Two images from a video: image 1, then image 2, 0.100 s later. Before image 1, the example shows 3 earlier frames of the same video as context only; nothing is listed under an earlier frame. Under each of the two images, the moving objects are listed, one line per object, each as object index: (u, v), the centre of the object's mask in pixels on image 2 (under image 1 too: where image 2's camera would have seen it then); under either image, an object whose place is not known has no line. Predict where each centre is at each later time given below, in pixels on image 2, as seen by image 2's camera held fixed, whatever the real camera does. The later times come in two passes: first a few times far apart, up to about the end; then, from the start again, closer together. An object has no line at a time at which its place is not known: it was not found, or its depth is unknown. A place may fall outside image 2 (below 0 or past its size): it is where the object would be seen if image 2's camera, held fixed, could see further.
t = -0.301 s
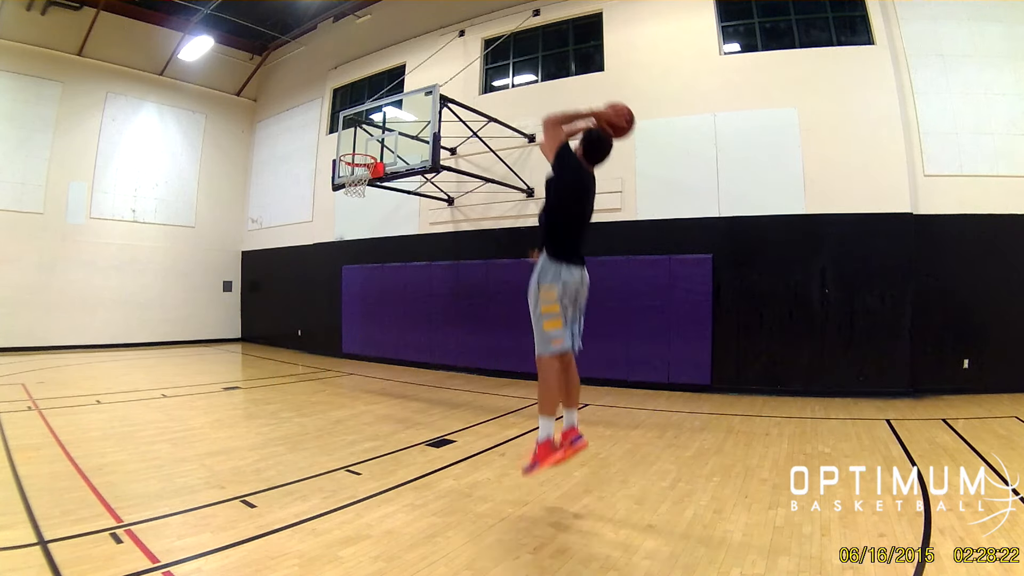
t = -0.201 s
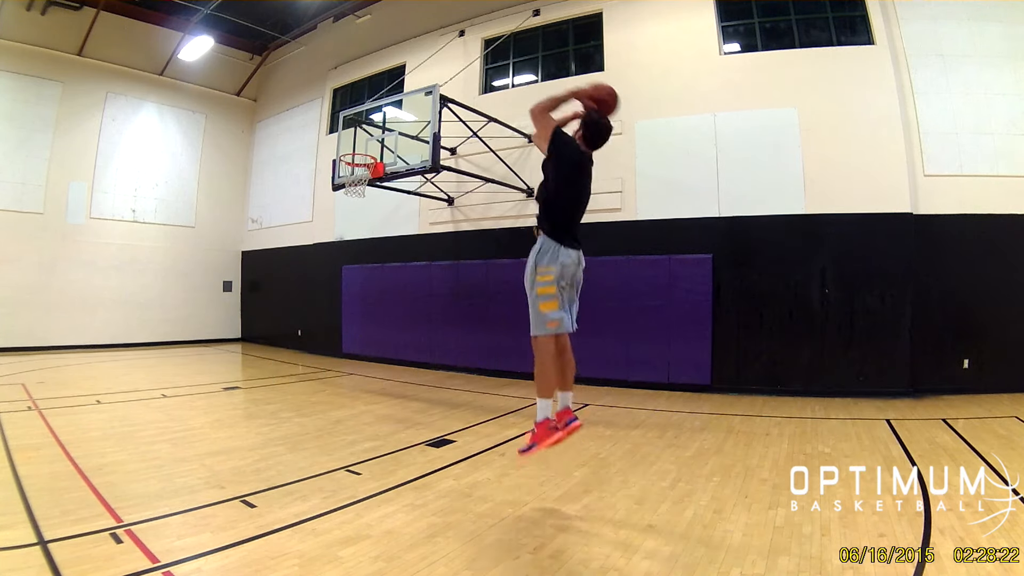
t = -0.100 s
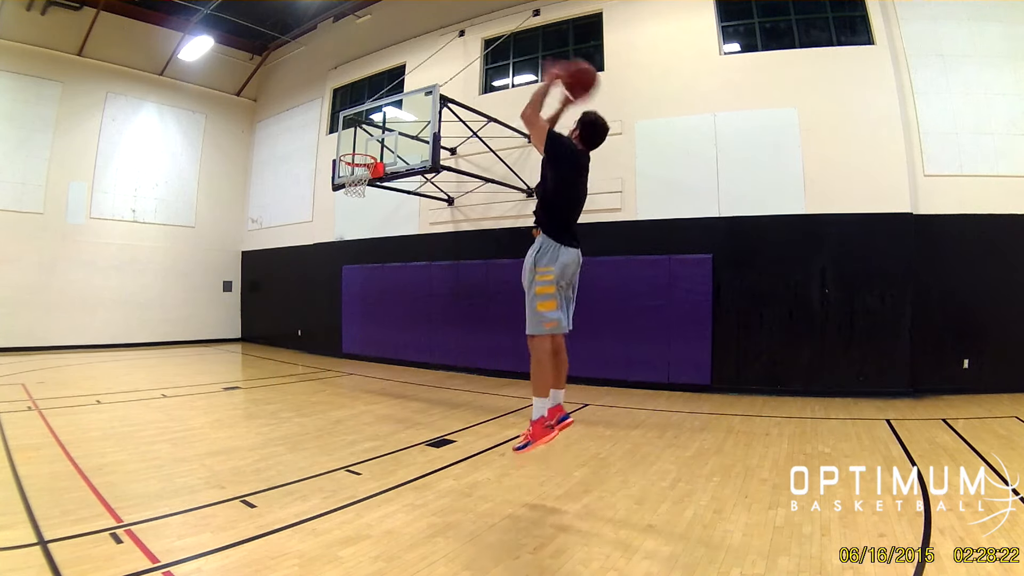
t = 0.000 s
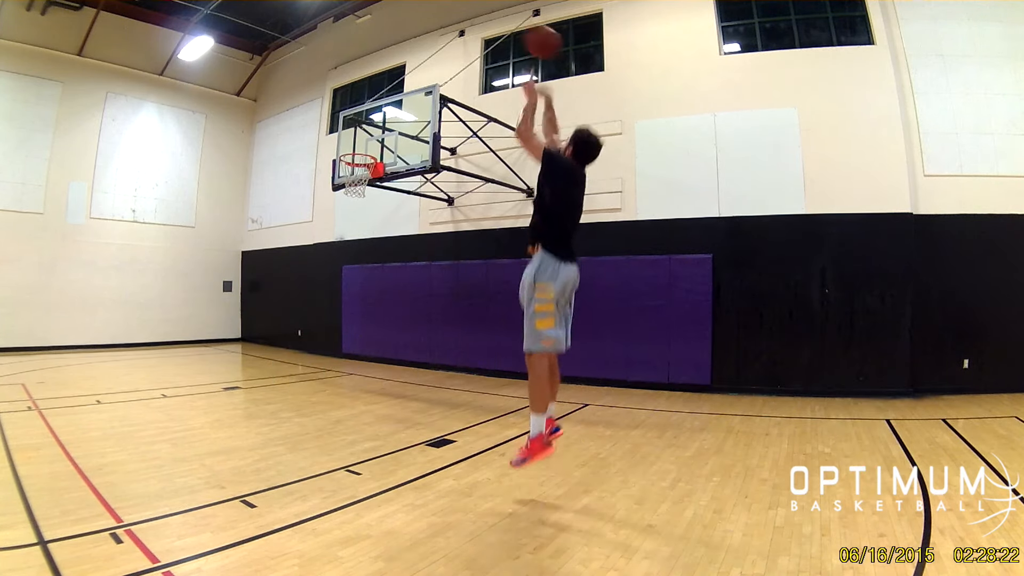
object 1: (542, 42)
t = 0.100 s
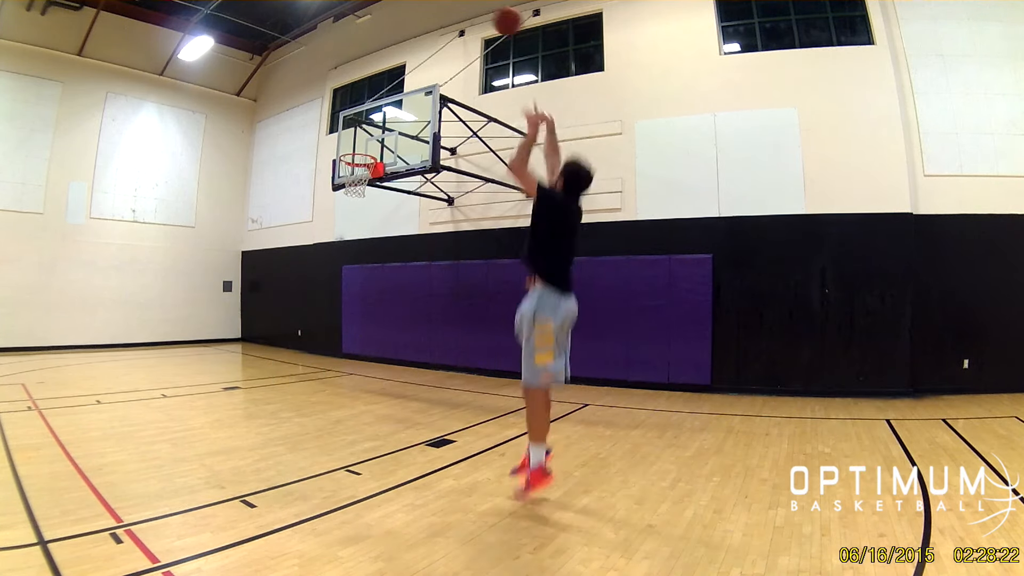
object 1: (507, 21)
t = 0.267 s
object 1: (462, 16)
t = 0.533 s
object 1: (408, 54)
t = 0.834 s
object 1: (360, 147)
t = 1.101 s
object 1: (348, 185)
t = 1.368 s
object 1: (349, 230)
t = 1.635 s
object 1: (349, 326)
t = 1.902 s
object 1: (366, 304)
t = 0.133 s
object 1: (497, 17)
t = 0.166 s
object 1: (487, 15)
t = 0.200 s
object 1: (479, 15)
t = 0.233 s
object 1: (471, 15)
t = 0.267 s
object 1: (462, 16)
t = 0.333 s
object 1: (447, 21)
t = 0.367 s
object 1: (440, 25)
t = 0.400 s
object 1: (433, 30)
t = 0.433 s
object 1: (426, 35)
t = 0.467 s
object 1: (420, 40)
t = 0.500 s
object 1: (414, 47)
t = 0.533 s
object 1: (408, 54)
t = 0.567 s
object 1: (401, 63)
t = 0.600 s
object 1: (395, 72)
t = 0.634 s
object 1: (390, 80)
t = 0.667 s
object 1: (385, 88)
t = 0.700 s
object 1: (379, 98)
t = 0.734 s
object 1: (374, 110)
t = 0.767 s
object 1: (368, 122)
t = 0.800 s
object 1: (365, 133)
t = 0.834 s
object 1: (360, 147)
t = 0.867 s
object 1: (356, 160)
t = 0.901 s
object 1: (349, 172)
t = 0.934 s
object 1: (348, 180)
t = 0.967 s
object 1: (347, 181)
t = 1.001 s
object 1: (348, 181)
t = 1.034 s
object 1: (348, 181)
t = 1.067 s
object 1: (348, 183)
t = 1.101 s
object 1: (348, 185)
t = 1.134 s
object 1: (348, 187)
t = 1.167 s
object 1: (348, 191)
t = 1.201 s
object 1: (349, 196)
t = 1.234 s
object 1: (349, 201)
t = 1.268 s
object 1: (349, 207)
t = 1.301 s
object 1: (349, 214)
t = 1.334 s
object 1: (348, 222)
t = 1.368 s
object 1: (349, 230)
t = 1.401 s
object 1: (348, 241)
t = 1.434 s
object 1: (349, 249)
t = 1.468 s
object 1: (349, 259)
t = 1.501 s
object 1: (349, 270)
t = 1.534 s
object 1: (348, 284)
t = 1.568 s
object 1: (348, 297)
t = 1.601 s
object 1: (349, 311)
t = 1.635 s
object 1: (349, 326)
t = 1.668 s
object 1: (349, 340)
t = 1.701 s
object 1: (350, 356)
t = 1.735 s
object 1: (351, 374)
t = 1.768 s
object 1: (352, 388)
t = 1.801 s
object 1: (353, 378)
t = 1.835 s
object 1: (355, 366)
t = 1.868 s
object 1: (360, 326)
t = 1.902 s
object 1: (366, 304)
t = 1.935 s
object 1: (373, 288)
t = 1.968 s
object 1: (381, 285)
